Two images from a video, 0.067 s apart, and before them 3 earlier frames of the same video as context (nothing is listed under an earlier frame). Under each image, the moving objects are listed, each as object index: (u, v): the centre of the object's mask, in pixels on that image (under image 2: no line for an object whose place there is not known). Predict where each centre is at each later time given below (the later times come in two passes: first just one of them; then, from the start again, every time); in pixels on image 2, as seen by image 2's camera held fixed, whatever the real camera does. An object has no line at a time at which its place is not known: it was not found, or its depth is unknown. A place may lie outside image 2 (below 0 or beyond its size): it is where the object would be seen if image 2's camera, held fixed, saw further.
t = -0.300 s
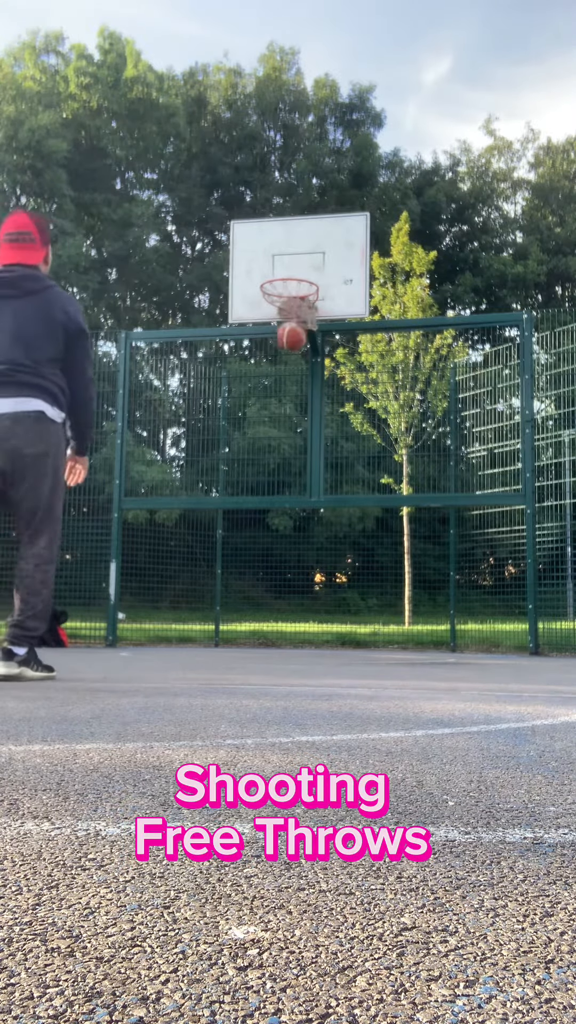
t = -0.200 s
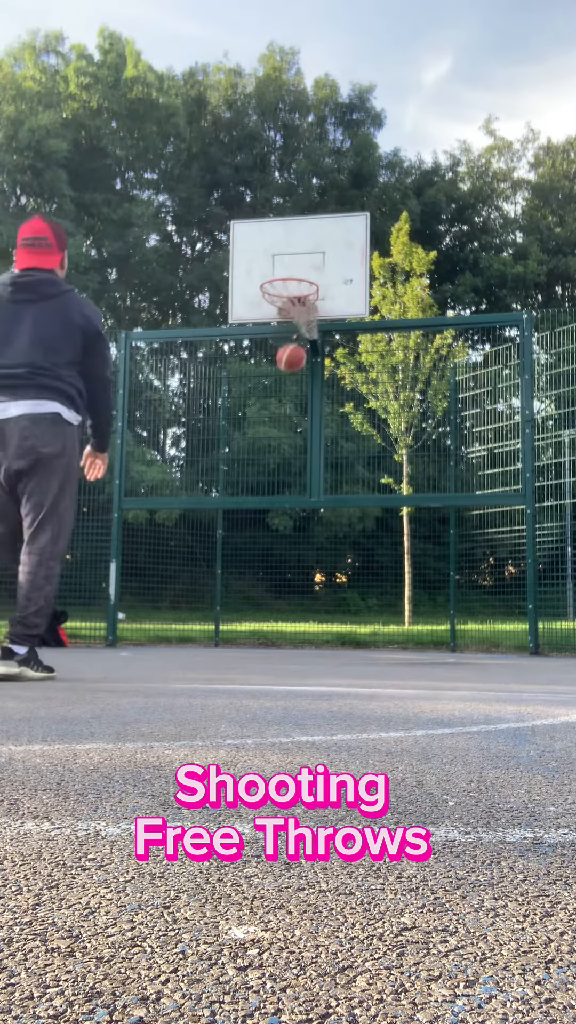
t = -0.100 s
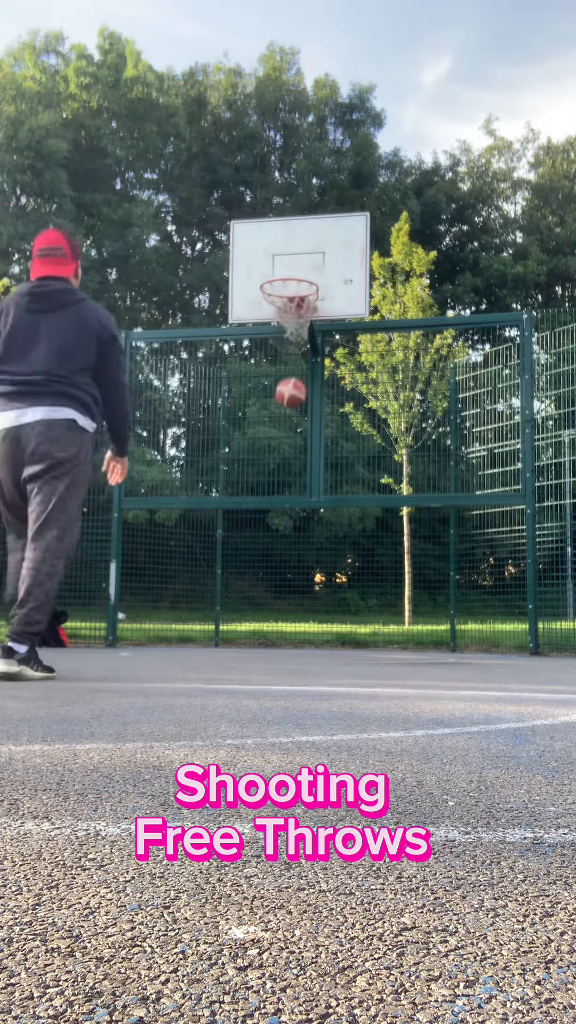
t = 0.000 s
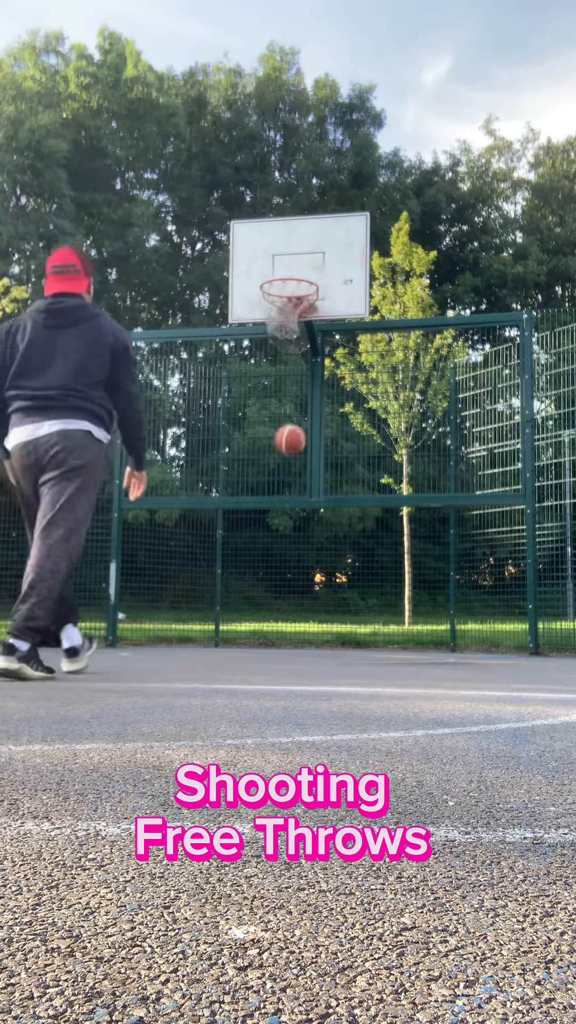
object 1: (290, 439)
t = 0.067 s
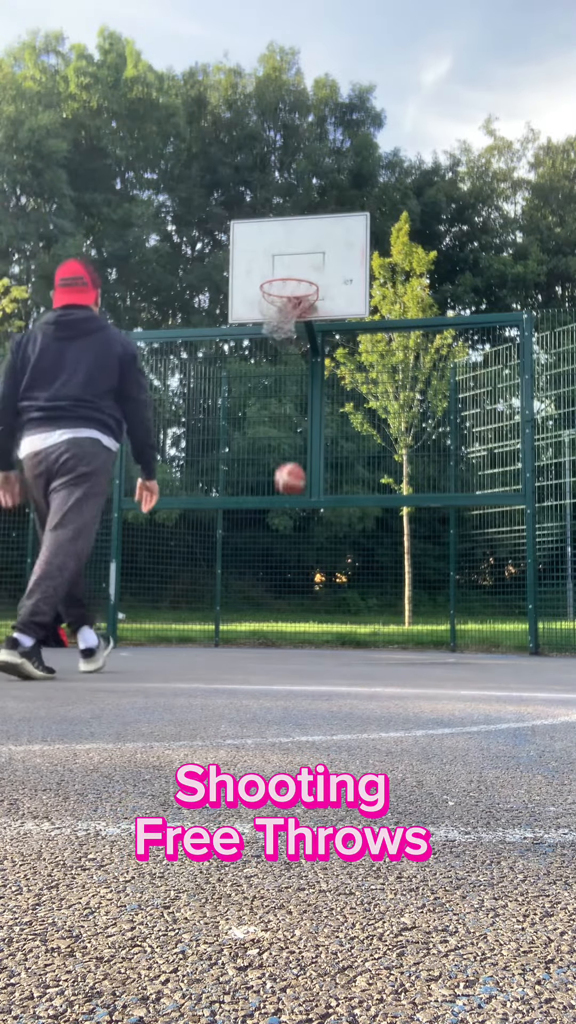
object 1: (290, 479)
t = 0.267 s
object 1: (288, 633)
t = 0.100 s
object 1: (289, 500)
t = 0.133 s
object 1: (289, 524)
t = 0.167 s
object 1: (289, 548)
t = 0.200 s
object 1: (289, 575)
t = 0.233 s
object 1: (288, 603)
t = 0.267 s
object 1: (288, 633)
